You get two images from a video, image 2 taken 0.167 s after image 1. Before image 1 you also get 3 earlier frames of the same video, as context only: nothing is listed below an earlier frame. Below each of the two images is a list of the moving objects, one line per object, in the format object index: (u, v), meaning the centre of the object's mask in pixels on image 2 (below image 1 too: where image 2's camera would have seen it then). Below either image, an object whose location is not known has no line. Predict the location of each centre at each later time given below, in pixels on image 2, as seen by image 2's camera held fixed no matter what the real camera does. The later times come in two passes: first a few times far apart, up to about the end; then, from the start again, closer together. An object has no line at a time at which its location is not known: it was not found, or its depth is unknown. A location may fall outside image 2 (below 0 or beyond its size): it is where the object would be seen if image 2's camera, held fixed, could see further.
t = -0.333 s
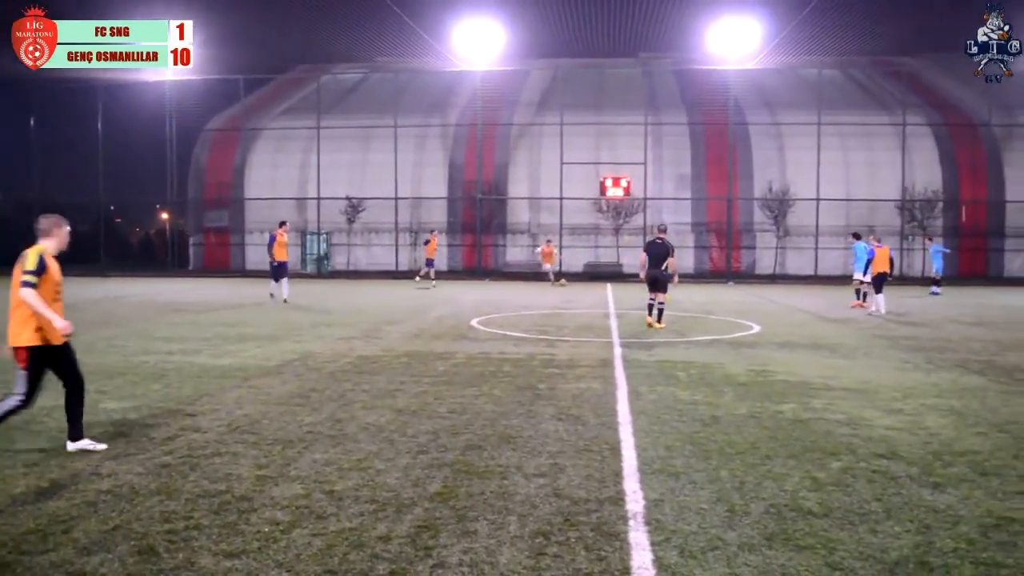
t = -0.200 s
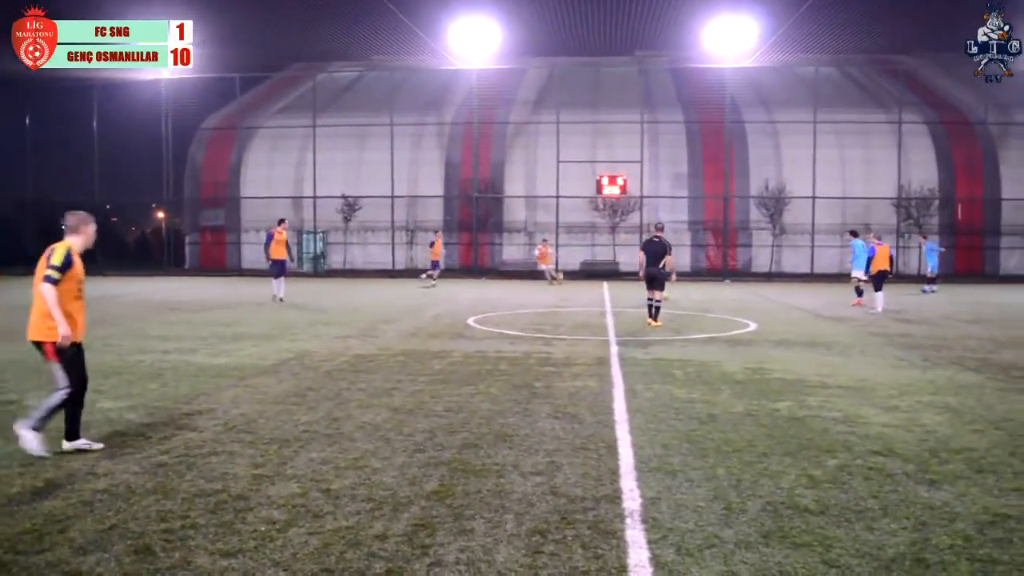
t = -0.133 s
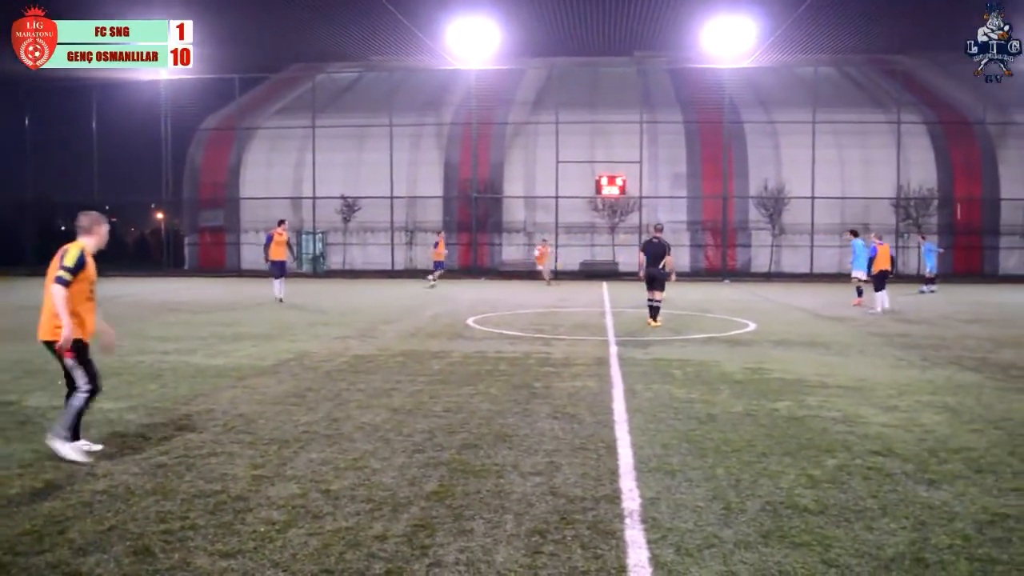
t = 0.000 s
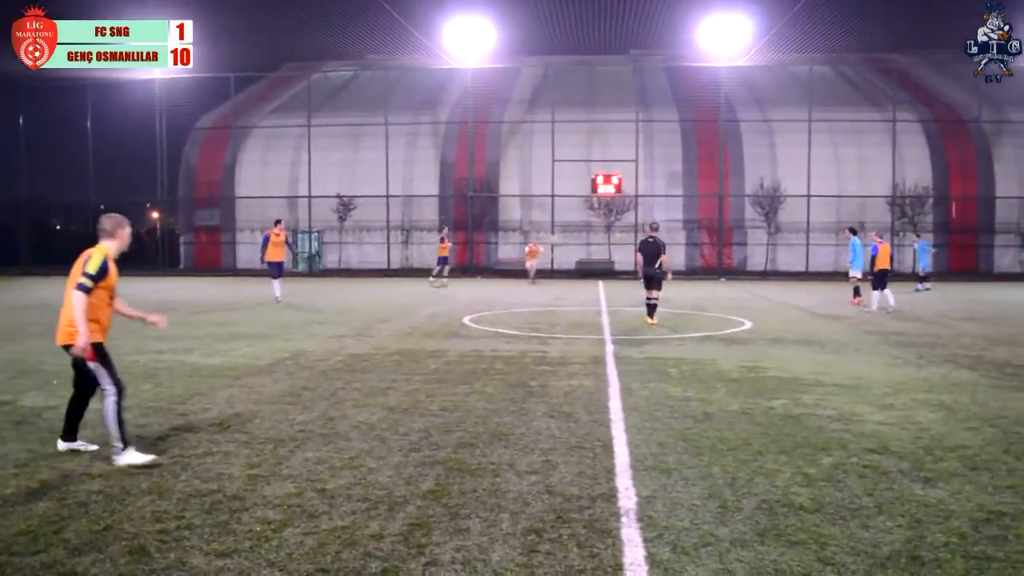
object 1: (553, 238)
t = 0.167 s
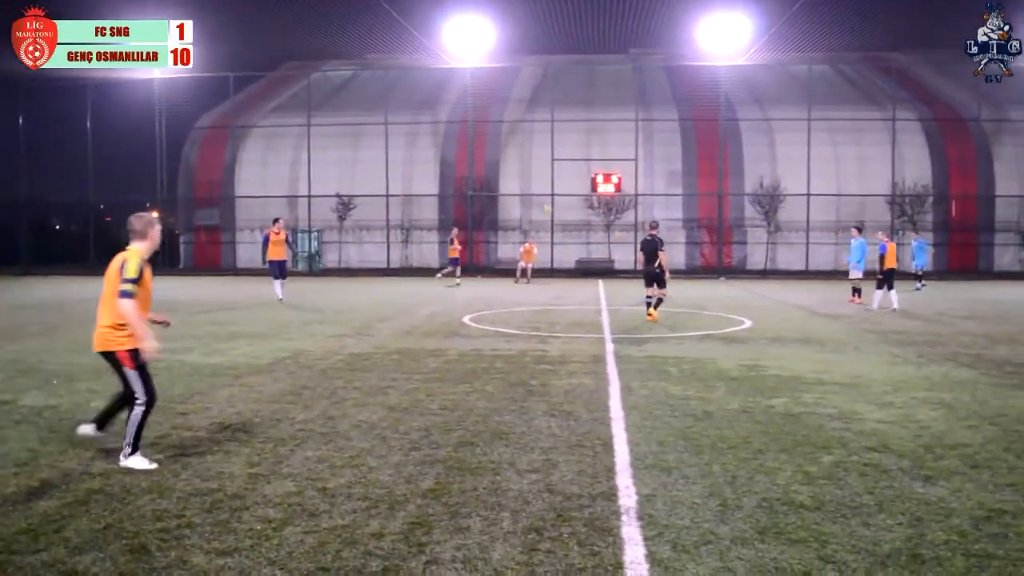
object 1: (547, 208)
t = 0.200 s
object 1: (547, 202)
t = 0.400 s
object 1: (533, 169)
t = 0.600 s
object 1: (505, 137)
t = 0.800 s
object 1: (458, 114)
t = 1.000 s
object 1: (367, 106)
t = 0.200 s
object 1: (547, 202)
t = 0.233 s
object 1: (544, 197)
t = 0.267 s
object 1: (542, 194)
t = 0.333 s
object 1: (538, 180)
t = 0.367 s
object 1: (535, 174)
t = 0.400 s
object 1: (533, 169)
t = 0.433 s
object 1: (528, 163)
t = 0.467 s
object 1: (524, 157)
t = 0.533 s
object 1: (515, 147)
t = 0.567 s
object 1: (510, 142)
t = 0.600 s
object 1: (505, 137)
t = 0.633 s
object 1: (499, 133)
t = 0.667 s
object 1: (492, 129)
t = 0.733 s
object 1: (477, 120)
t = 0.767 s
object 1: (468, 117)
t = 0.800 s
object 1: (458, 114)
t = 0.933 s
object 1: (405, 105)
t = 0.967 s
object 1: (386, 106)
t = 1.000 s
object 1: (367, 106)
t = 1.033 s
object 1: (345, 107)
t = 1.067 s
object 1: (318, 109)
